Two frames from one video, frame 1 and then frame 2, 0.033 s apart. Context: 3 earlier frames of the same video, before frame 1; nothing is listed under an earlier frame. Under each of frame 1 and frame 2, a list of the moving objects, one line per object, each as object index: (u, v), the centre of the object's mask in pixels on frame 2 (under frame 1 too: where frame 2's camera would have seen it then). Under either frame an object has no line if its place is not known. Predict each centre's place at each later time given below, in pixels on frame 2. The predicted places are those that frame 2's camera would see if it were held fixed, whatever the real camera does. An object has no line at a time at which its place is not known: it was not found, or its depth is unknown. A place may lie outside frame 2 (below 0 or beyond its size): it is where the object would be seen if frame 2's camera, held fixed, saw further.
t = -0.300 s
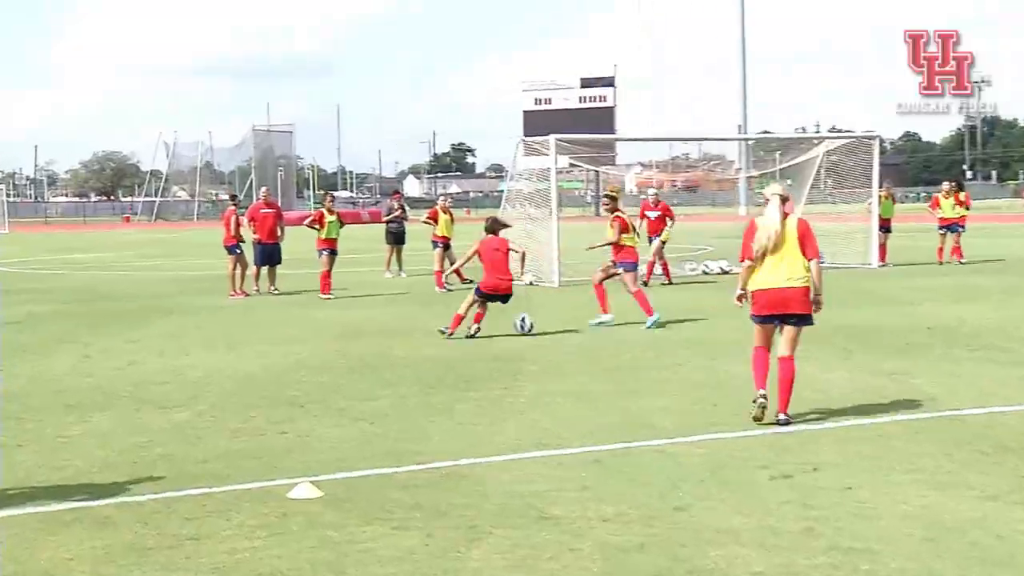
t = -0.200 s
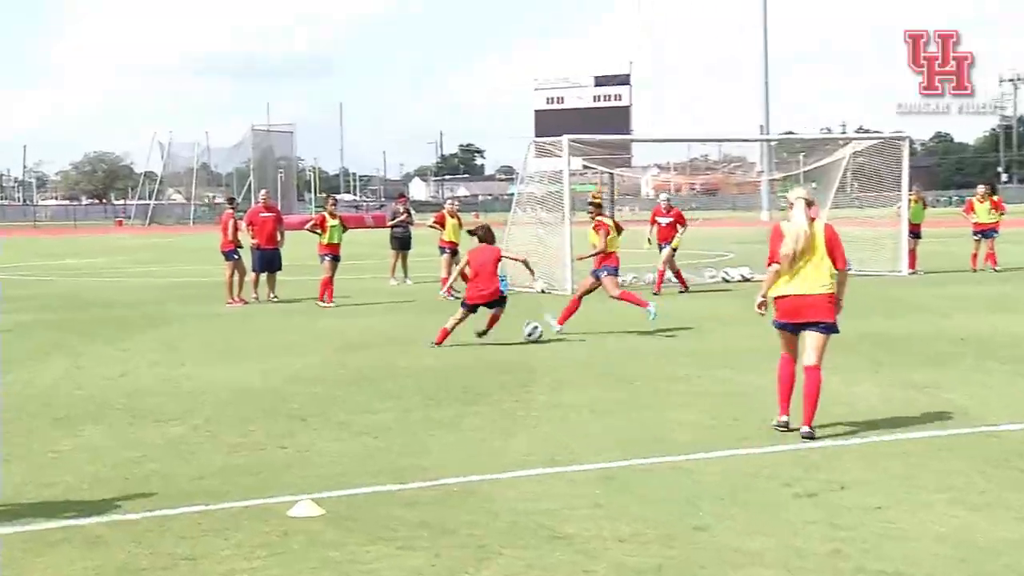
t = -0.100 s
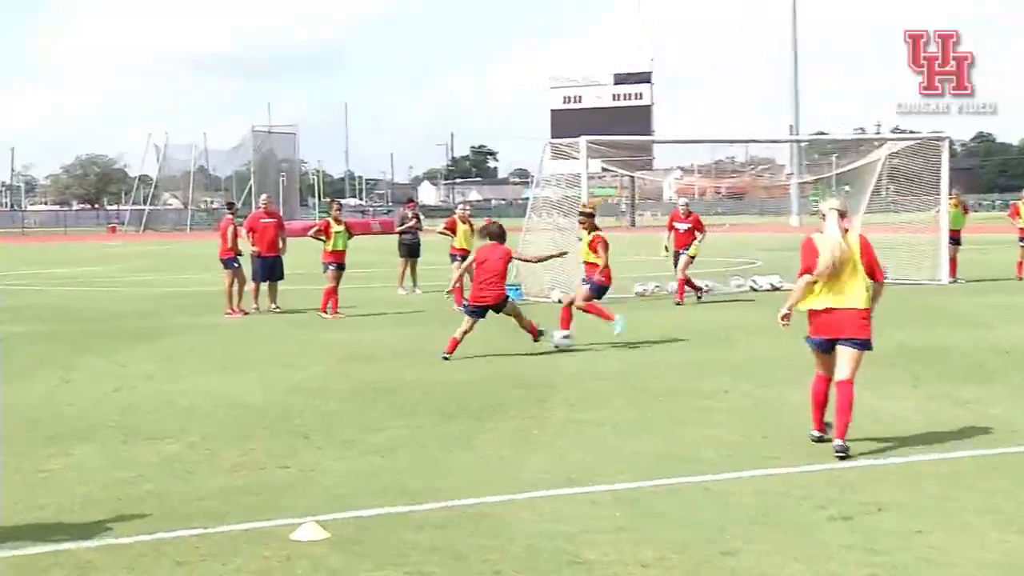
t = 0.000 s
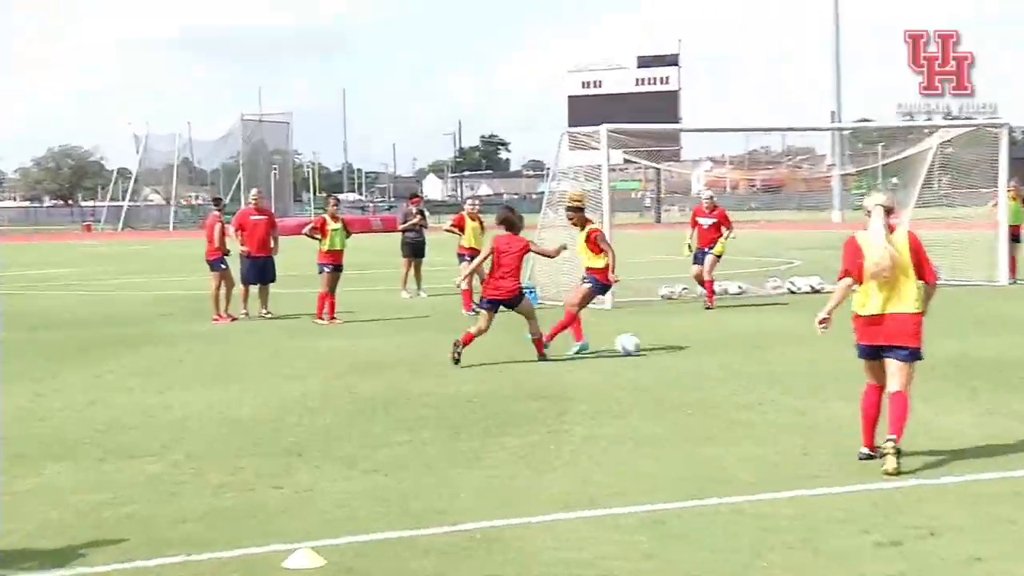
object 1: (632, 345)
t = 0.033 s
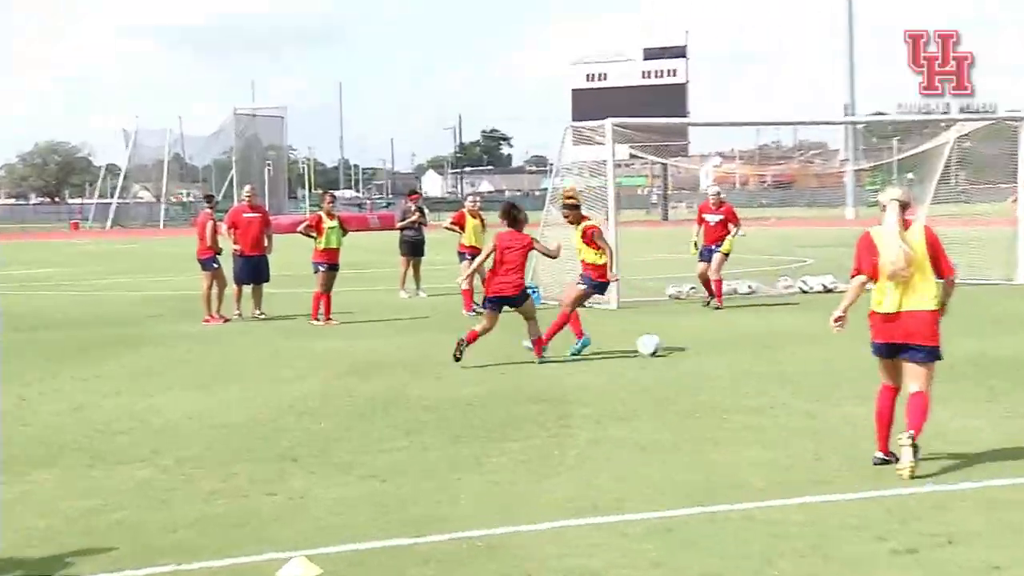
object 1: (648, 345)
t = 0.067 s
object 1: (663, 343)
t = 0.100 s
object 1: (677, 341)
